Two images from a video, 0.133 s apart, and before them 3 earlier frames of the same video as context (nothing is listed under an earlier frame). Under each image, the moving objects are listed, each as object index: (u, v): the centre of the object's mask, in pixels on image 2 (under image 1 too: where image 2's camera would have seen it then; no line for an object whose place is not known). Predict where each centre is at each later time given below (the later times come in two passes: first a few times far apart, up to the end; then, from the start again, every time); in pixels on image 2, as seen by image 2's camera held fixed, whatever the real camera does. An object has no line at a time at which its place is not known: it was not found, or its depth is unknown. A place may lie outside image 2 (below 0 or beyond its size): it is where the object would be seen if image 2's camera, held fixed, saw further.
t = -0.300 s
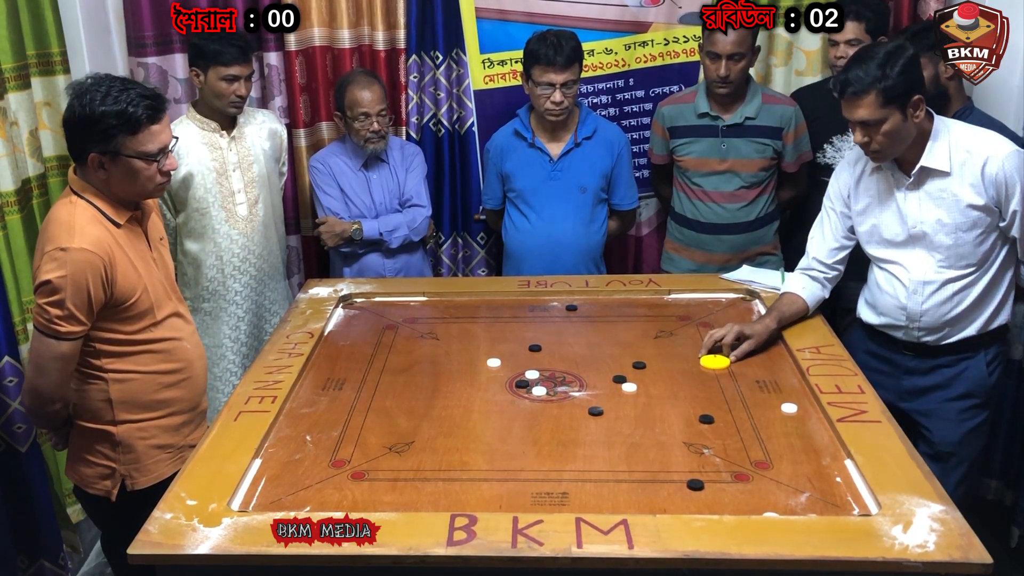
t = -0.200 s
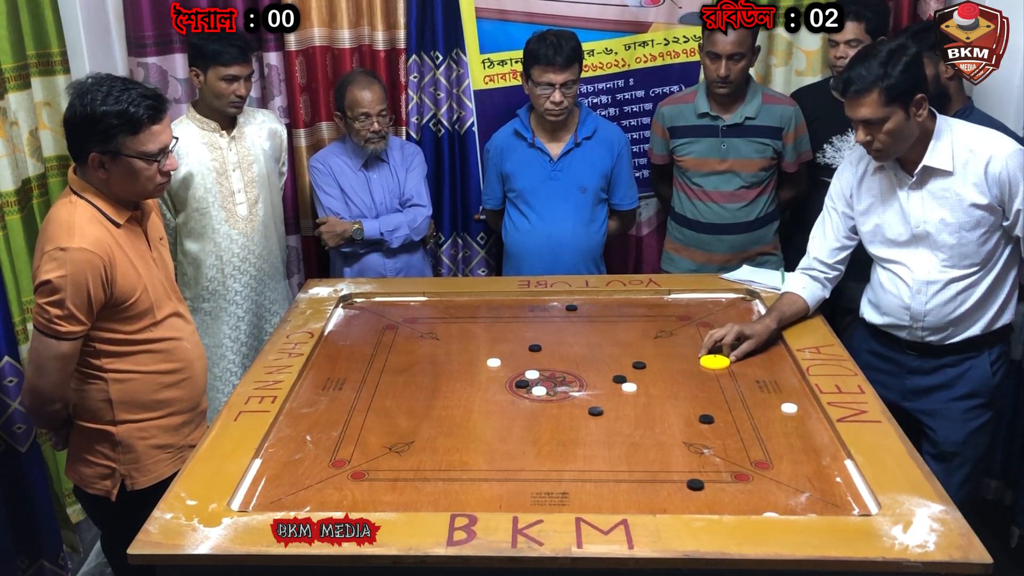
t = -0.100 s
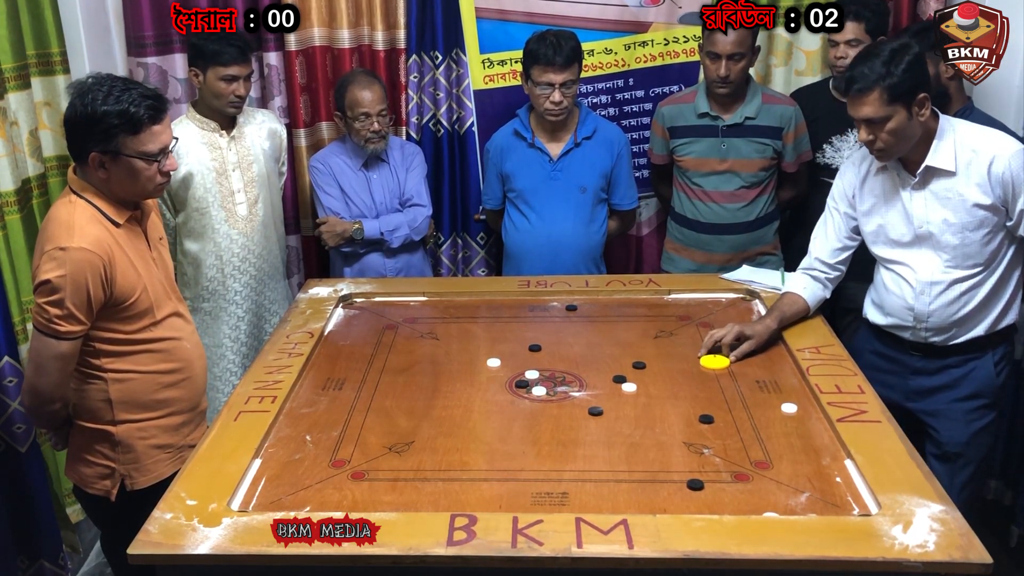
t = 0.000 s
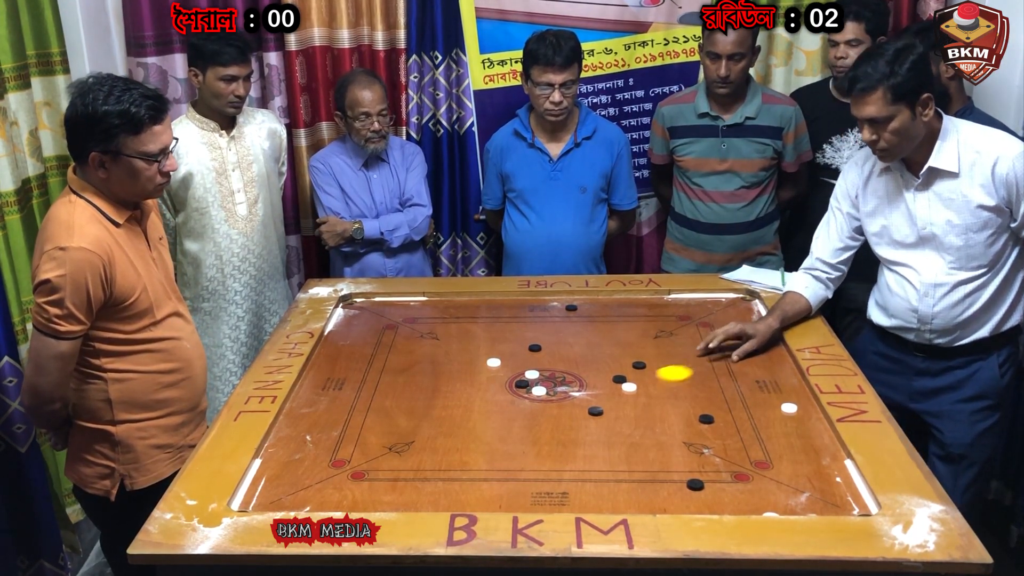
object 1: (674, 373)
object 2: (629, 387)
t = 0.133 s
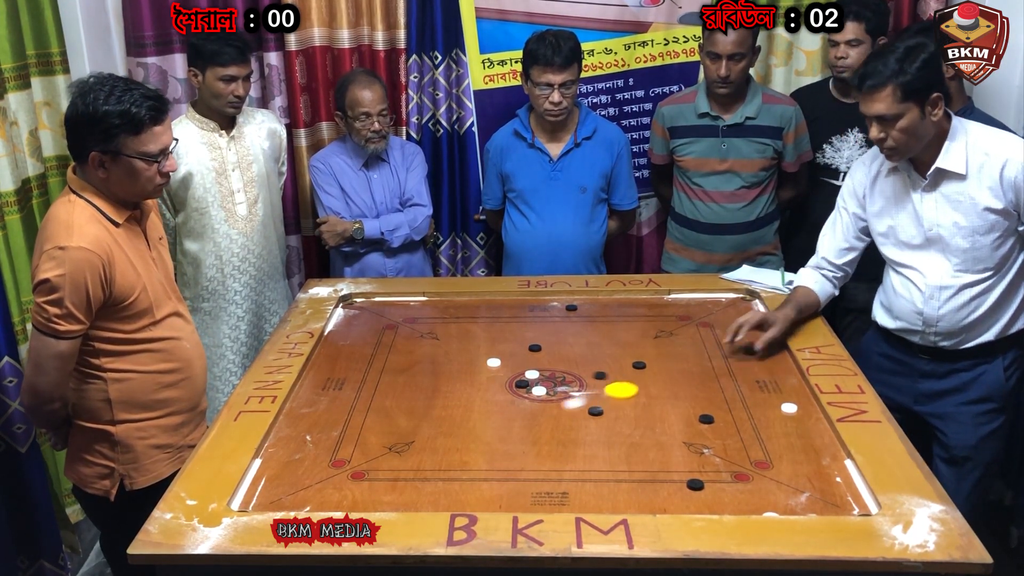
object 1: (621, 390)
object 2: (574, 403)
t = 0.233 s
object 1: (592, 400)
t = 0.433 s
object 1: (544, 413)
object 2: (366, 464)
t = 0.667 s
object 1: (507, 423)
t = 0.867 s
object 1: (490, 427)
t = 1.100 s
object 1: (487, 428)
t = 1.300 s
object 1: (487, 428)
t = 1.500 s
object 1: (487, 428)
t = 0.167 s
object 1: (611, 394)
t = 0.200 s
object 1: (601, 397)
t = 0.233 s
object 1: (592, 400)
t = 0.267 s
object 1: (583, 403)
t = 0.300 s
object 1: (574, 405)
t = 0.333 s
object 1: (566, 408)
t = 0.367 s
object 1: (558, 410)
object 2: (413, 450)
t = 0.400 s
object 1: (551, 412)
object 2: (389, 457)
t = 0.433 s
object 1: (544, 413)
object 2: (366, 464)
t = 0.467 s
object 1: (537, 415)
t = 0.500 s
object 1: (531, 417)
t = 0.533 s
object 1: (525, 418)
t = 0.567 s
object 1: (520, 420)
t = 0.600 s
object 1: (515, 421)
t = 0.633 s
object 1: (511, 422)
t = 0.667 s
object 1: (507, 423)
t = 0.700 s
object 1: (503, 424)
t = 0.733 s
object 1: (500, 425)
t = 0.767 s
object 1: (497, 425)
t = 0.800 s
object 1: (494, 426)
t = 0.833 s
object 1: (492, 427)
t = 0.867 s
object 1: (490, 427)
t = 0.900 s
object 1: (489, 427)
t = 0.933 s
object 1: (487, 428)
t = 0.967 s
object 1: (487, 428)
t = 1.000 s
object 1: (487, 428)
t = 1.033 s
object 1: (487, 428)
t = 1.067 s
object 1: (487, 428)
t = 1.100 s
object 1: (487, 428)
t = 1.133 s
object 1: (487, 428)
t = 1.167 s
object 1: (487, 428)
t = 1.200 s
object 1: (487, 428)
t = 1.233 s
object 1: (487, 428)
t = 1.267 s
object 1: (487, 428)
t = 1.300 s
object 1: (487, 428)
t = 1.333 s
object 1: (487, 428)
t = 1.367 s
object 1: (487, 428)
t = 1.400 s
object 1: (487, 428)
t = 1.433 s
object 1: (487, 428)
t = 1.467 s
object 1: (487, 428)
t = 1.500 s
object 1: (487, 428)
